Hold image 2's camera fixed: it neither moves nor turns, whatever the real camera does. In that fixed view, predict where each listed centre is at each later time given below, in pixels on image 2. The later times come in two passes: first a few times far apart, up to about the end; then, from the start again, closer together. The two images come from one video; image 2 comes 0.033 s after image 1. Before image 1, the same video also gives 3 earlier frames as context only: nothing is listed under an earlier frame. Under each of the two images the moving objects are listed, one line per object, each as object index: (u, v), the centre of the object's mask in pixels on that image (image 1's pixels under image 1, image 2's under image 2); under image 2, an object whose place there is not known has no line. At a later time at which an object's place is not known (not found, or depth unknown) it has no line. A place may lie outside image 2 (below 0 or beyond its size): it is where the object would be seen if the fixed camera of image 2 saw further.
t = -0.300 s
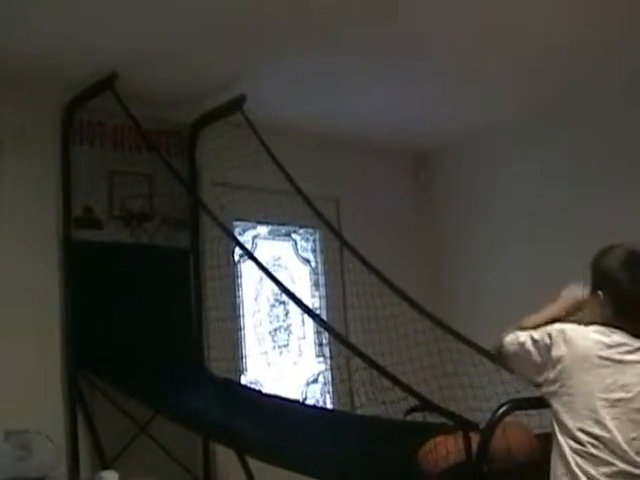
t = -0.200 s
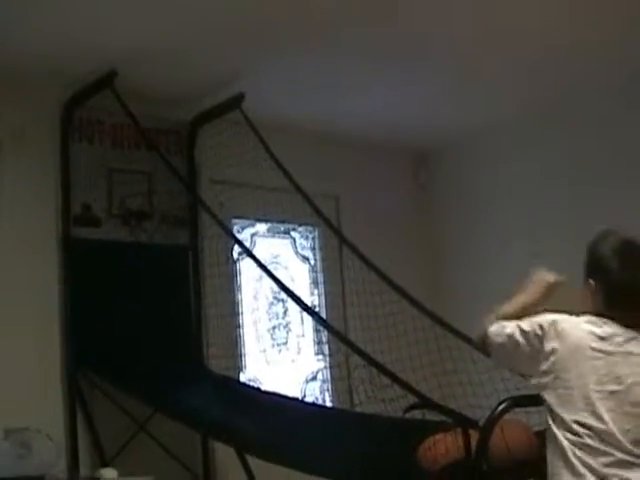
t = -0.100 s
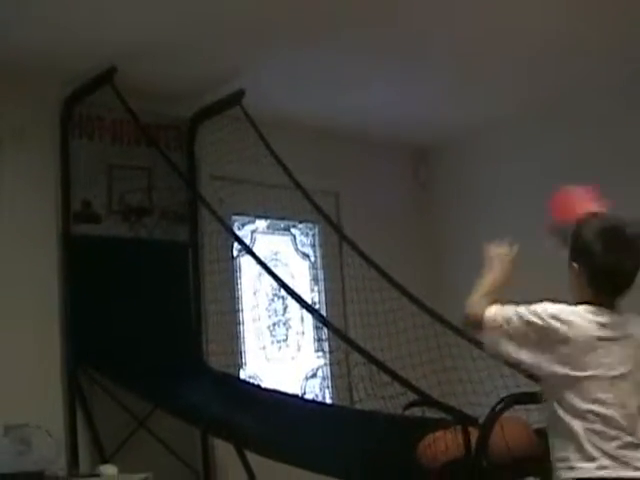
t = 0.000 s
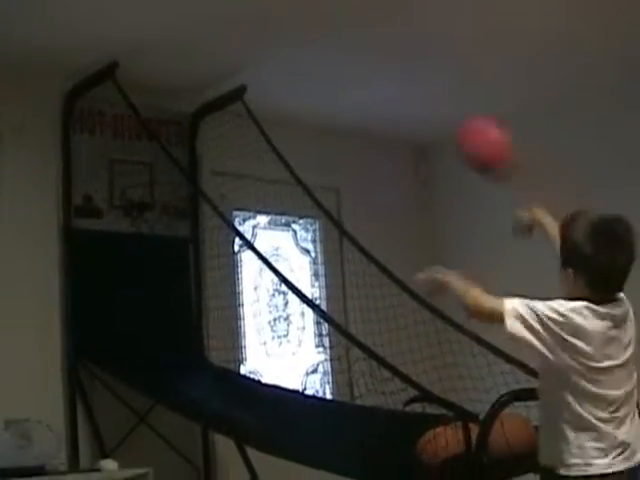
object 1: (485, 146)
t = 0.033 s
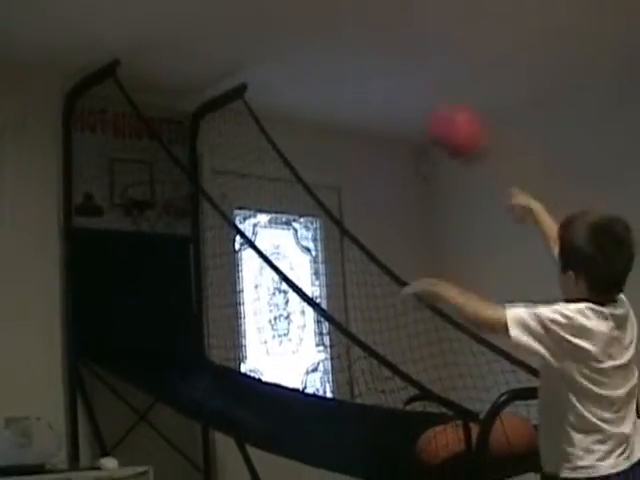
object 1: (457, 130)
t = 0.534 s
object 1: (211, 242)
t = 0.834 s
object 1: (160, 359)
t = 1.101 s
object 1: (194, 387)
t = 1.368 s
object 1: (347, 438)
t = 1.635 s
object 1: (369, 428)
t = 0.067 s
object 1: (434, 123)
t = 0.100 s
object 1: (411, 118)
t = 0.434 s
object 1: (239, 186)
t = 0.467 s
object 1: (234, 198)
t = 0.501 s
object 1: (219, 217)
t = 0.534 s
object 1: (211, 242)
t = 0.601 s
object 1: (191, 283)
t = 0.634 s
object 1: (189, 294)
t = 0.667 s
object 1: (180, 312)
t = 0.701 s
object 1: (175, 322)
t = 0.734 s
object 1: (169, 338)
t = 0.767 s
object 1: (165, 346)
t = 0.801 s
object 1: (161, 354)
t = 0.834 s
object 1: (160, 359)
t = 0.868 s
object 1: (159, 367)
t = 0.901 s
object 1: (158, 372)
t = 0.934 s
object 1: (158, 377)
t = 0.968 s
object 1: (160, 380)
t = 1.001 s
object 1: (167, 383)
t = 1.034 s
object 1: (176, 384)
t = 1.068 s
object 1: (184, 384)
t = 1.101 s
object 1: (194, 387)
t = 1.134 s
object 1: (203, 390)
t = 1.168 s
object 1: (221, 393)
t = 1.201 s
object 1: (239, 398)
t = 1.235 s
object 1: (258, 404)
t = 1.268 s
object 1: (278, 416)
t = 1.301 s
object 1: (299, 425)
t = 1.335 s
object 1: (325, 432)
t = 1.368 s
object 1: (347, 438)
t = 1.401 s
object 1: (373, 440)
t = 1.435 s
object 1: (398, 441)
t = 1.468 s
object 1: (395, 434)
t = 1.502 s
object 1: (390, 429)
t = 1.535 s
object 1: (384, 425)
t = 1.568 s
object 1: (378, 423)
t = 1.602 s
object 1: (373, 423)
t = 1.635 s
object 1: (369, 428)
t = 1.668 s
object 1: (369, 434)
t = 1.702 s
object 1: (371, 439)
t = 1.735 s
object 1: (375, 439)
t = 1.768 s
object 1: (380, 437)
